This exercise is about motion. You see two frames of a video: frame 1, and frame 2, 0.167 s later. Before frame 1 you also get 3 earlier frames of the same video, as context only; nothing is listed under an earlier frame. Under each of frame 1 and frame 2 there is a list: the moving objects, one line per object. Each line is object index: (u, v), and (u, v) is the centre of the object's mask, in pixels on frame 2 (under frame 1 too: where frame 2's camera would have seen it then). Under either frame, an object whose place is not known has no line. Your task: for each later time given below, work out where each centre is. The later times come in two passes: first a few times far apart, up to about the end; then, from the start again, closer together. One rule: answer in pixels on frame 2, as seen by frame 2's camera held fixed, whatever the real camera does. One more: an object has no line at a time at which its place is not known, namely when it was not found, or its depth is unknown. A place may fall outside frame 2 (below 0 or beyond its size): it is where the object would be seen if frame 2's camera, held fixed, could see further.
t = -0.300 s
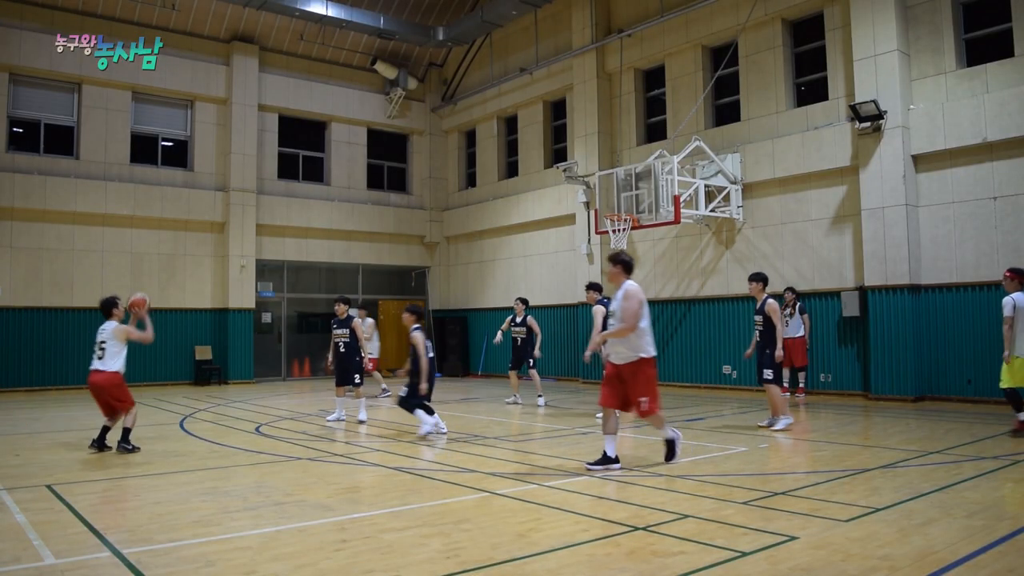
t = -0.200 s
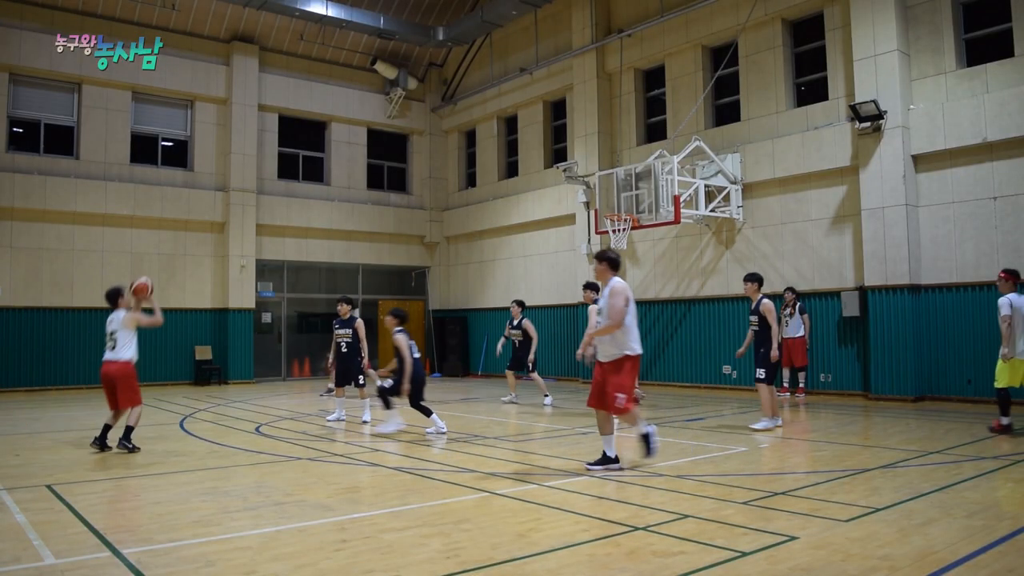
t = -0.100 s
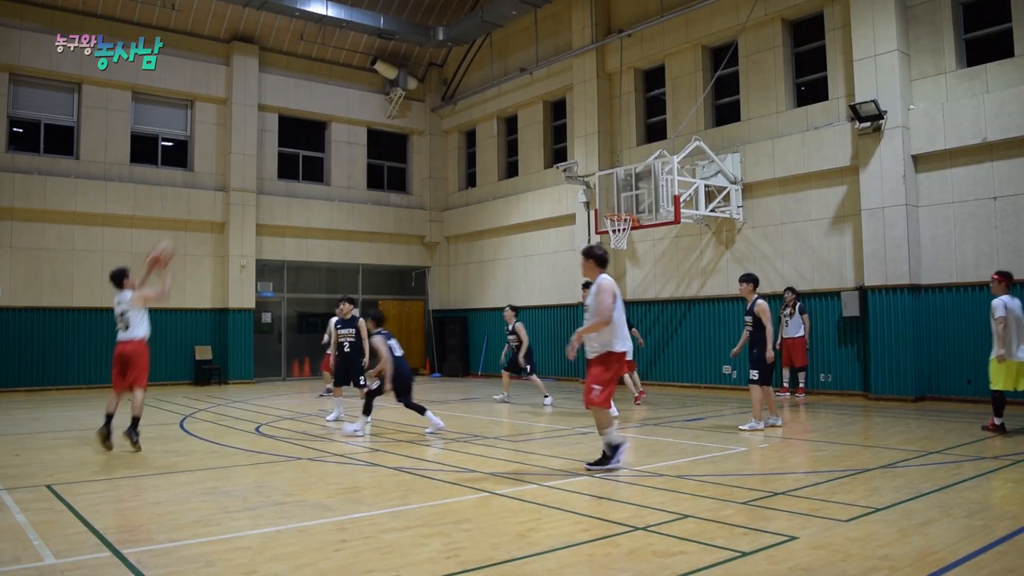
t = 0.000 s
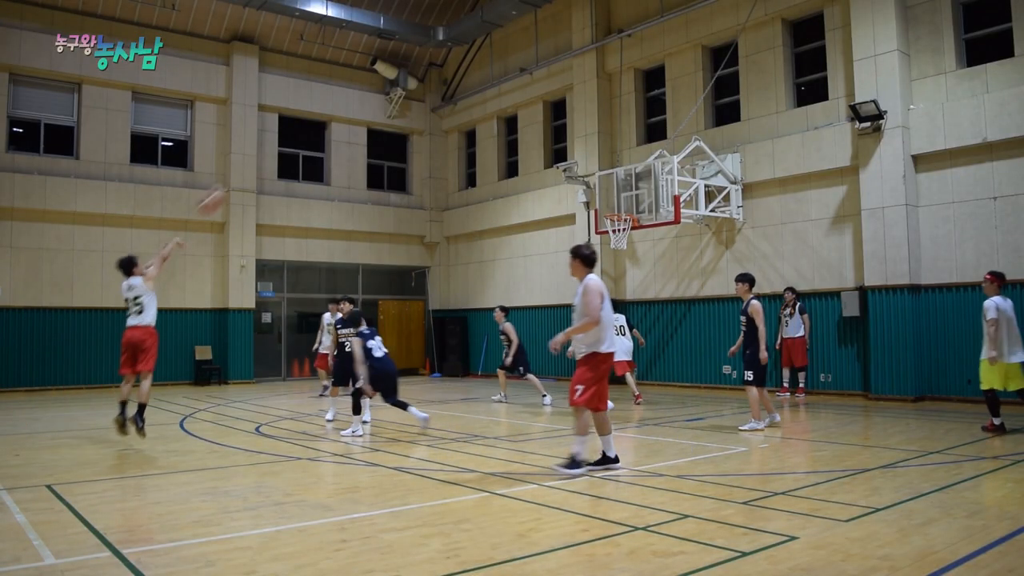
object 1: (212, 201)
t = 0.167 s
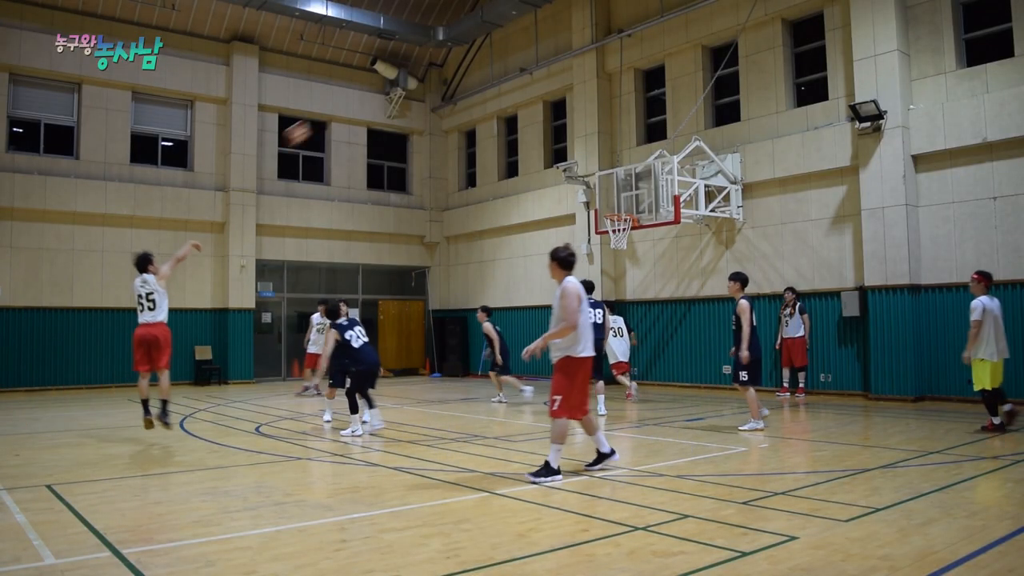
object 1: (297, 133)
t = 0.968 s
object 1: (576, 139)
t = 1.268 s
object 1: (611, 216)
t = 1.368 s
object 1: (617, 239)
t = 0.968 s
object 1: (576, 139)
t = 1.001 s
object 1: (583, 146)
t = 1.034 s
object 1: (593, 156)
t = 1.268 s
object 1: (611, 216)
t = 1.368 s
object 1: (617, 239)
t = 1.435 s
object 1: (616, 251)
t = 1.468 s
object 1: (618, 259)
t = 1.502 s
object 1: (618, 267)
